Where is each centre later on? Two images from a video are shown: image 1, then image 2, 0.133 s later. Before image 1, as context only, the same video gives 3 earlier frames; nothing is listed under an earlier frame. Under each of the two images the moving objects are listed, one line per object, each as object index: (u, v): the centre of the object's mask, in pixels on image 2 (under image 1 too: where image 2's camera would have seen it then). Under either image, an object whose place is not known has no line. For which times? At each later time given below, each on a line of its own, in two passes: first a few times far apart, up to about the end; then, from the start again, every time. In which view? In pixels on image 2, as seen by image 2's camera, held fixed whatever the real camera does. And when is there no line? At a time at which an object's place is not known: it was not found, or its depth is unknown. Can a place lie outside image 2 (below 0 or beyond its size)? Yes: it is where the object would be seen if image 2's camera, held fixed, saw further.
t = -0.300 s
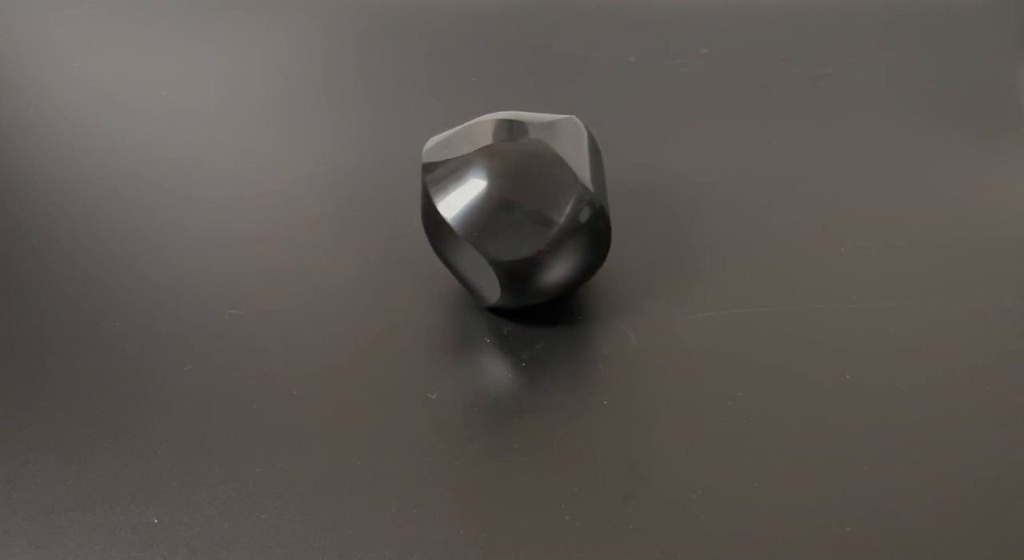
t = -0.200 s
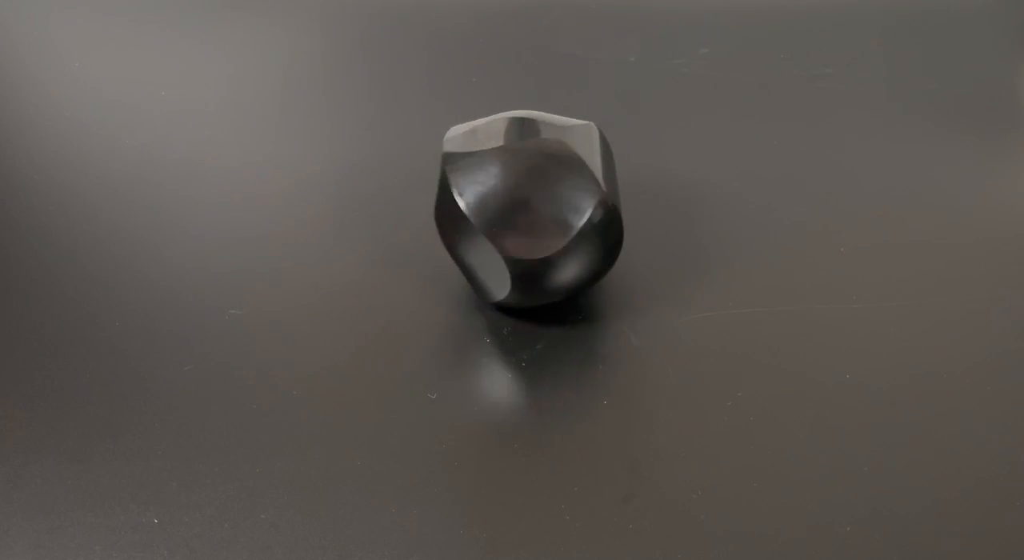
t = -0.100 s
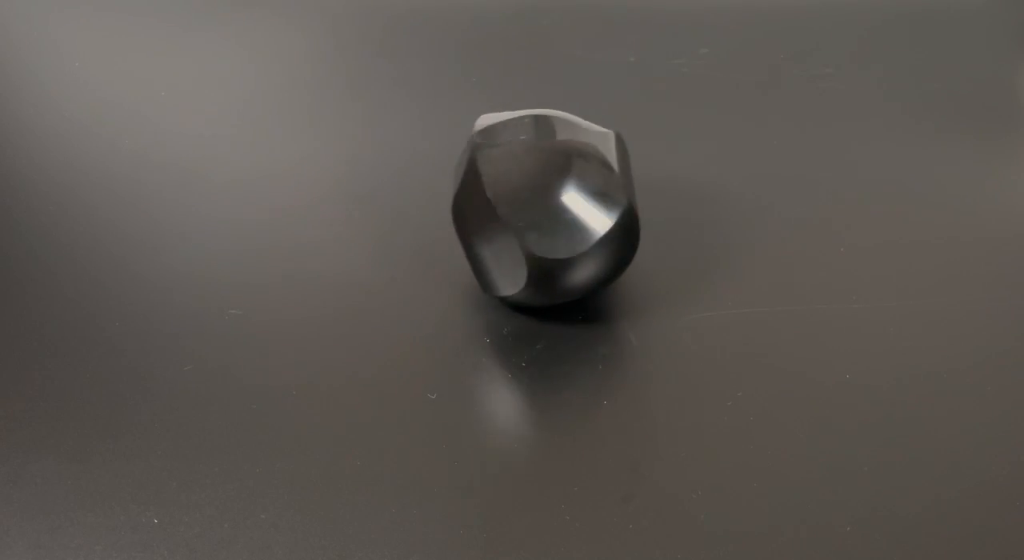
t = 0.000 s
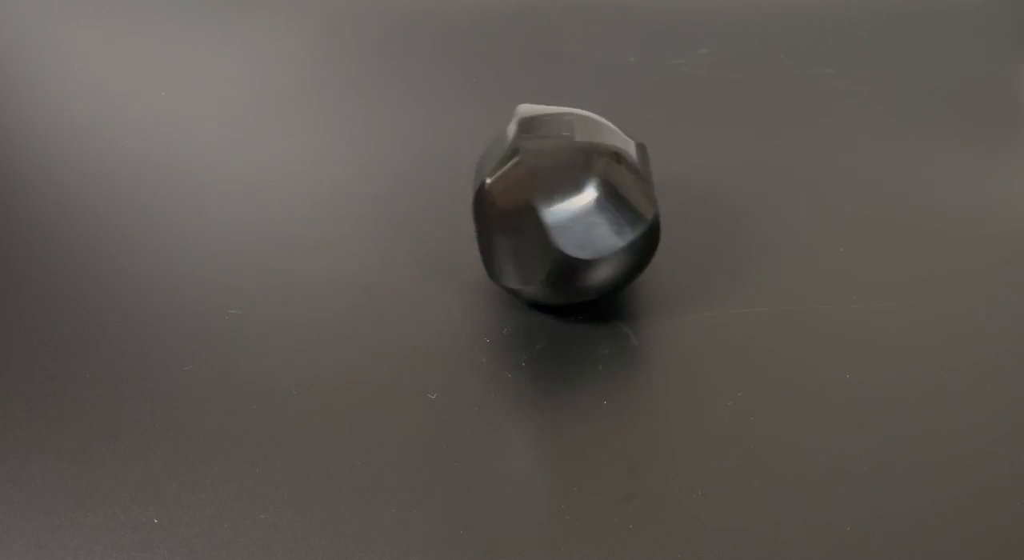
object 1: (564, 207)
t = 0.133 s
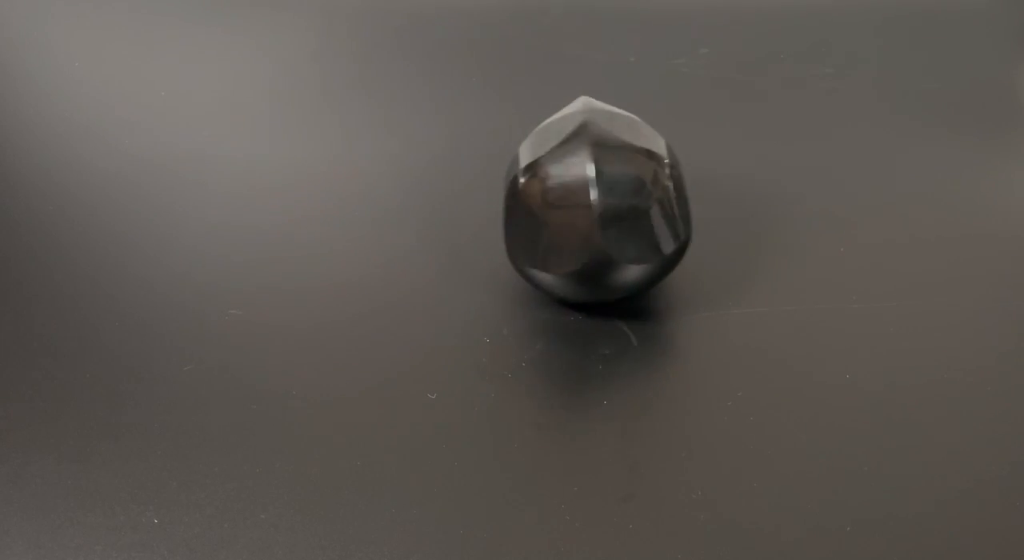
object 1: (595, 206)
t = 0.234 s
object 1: (619, 205)
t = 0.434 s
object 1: (666, 200)
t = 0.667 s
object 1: (708, 196)
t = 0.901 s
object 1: (731, 193)
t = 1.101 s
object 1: (734, 193)
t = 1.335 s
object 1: (721, 194)
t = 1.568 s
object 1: (688, 199)
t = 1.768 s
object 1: (647, 202)
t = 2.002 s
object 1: (594, 206)
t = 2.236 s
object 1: (548, 208)
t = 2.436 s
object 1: (525, 207)
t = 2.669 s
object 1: (520, 207)
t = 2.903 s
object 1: (540, 207)
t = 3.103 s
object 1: (573, 207)
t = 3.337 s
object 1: (623, 204)
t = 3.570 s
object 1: (670, 199)
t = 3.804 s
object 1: (704, 195)
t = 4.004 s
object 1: (718, 195)
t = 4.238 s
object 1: (716, 194)
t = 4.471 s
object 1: (695, 197)
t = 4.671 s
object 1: (665, 200)
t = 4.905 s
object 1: (620, 205)
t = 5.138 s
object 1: (573, 207)
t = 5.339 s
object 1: (545, 207)
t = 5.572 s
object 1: (531, 207)
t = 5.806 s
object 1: (540, 207)
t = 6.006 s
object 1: (563, 207)
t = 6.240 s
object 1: (606, 206)
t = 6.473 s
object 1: (650, 202)
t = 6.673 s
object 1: (681, 198)
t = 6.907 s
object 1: (704, 197)
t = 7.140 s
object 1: (707, 196)
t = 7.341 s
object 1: (696, 197)
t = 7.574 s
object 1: (667, 200)
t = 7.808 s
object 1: (628, 204)
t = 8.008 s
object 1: (592, 207)
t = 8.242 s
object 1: (557, 208)
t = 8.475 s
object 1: (542, 207)
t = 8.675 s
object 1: (544, 208)
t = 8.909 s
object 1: (566, 207)
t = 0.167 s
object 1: (603, 205)
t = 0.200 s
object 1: (611, 205)
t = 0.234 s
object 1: (619, 205)
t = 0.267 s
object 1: (627, 204)
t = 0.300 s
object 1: (635, 204)
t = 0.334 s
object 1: (643, 203)
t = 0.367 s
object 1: (651, 202)
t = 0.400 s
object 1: (658, 201)
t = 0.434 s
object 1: (666, 200)
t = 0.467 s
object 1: (672, 199)
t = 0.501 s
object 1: (679, 199)
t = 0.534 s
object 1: (686, 198)
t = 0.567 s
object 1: (692, 197)
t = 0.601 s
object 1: (697, 197)
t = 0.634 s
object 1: (703, 197)
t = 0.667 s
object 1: (708, 196)
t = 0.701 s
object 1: (713, 197)
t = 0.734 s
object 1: (716, 196)
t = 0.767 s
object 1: (720, 196)
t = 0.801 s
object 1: (723, 196)
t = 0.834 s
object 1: (727, 196)
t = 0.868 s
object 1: (729, 196)
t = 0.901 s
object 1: (731, 193)
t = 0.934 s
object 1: (732, 193)
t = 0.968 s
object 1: (734, 194)
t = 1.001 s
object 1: (734, 193)
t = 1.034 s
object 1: (735, 194)
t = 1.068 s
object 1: (735, 195)
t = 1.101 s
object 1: (734, 193)
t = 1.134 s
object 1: (734, 193)
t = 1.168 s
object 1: (733, 193)
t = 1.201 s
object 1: (731, 193)
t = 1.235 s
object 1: (729, 193)
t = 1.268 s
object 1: (727, 194)
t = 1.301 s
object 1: (724, 194)
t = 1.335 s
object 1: (721, 194)
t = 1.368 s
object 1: (717, 194)
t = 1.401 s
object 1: (713, 194)
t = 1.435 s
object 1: (709, 195)
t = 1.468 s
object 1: (704, 196)
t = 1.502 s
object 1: (699, 197)
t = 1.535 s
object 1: (694, 198)
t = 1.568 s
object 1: (688, 199)
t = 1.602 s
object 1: (682, 198)
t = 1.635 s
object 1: (675, 201)
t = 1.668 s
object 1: (669, 201)
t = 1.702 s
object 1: (661, 201)
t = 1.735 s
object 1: (654, 202)
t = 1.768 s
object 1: (647, 202)
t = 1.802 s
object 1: (640, 203)
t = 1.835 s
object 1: (633, 204)
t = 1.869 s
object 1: (625, 204)
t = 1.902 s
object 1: (618, 205)
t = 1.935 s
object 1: (610, 205)
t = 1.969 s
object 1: (602, 206)
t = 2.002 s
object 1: (594, 206)
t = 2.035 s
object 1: (587, 207)
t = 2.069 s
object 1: (579, 207)
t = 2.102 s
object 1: (573, 207)
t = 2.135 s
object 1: (566, 208)
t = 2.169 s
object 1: (559, 208)
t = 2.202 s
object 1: (554, 208)
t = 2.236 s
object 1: (548, 208)
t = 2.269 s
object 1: (544, 208)
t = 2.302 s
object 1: (539, 208)
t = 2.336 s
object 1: (535, 208)
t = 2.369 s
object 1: (531, 208)
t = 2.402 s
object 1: (528, 207)
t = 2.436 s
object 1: (525, 207)
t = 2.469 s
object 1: (523, 207)
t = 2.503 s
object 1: (521, 207)
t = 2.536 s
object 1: (520, 207)
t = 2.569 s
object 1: (520, 207)
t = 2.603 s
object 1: (519, 207)
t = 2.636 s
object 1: (519, 207)
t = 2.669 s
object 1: (520, 207)
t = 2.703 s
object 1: (522, 207)
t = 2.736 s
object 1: (524, 207)
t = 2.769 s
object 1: (526, 207)
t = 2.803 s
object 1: (529, 207)
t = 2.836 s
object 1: (532, 207)
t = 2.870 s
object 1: (536, 208)
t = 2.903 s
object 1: (540, 207)
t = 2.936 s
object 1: (545, 207)
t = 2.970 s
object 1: (550, 208)
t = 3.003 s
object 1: (555, 208)
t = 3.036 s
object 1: (560, 208)
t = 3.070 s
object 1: (566, 208)
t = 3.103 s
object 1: (573, 207)
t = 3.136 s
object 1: (579, 207)
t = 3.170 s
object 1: (586, 207)
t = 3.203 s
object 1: (594, 207)
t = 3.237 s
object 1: (601, 206)
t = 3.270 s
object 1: (609, 206)
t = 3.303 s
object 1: (616, 205)
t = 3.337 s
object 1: (623, 204)
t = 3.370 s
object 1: (630, 204)
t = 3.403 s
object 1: (638, 203)
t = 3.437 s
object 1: (644, 203)
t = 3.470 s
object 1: (651, 202)
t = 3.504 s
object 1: (658, 201)
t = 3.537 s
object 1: (664, 200)
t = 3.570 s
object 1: (670, 199)
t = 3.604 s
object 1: (676, 198)
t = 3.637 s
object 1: (681, 198)
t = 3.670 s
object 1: (686, 197)
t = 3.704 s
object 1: (690, 197)
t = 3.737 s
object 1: (695, 196)
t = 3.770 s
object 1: (700, 195)
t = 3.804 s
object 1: (704, 195)
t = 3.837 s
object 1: (707, 195)
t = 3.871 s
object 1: (710, 195)
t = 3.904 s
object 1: (713, 197)
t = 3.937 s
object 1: (714, 194)
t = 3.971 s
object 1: (716, 195)
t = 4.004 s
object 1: (718, 195)
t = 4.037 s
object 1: (719, 195)
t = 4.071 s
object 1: (719, 194)
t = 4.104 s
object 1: (719, 194)
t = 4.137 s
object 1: (719, 194)
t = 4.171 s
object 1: (719, 194)
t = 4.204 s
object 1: (718, 194)
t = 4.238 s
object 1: (716, 194)
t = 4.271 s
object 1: (714, 195)
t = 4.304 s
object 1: (712, 195)
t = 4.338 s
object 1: (709, 195)
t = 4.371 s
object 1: (706, 195)
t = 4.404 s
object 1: (703, 196)
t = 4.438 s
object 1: (700, 196)
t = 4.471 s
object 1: (695, 197)
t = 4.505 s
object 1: (691, 197)
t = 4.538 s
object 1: (686, 197)
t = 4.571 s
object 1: (681, 198)
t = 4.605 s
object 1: (676, 198)
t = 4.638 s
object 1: (670, 199)
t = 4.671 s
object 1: (665, 200)
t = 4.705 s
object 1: (659, 201)
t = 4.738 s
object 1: (653, 201)
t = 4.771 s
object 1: (647, 203)
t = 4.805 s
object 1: (640, 203)
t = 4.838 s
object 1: (634, 204)
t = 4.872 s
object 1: (627, 204)
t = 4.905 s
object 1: (620, 205)
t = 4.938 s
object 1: (613, 206)
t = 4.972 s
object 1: (606, 206)
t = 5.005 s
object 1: (600, 206)
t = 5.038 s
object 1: (593, 206)
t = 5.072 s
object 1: (586, 207)
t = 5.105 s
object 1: (579, 207)
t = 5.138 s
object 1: (573, 207)
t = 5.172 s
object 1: (568, 207)
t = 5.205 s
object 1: (562, 207)
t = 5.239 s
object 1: (557, 207)
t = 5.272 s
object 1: (553, 207)
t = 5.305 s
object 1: (549, 207)
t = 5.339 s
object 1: (545, 207)
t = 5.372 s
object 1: (542, 207)
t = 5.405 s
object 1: (539, 207)
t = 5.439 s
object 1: (537, 207)
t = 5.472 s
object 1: (535, 207)
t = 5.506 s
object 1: (533, 207)
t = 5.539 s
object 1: (532, 207)
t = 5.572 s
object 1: (531, 207)
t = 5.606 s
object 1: (531, 207)
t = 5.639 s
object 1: (531, 207)
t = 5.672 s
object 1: (532, 207)
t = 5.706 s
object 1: (534, 207)
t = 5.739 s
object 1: (536, 207)
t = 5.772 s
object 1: (538, 207)
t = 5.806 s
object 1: (540, 207)
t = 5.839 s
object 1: (543, 207)
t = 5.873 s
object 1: (546, 207)
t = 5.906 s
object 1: (550, 207)
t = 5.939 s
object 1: (554, 207)
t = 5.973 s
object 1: (558, 207)
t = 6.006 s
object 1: (563, 207)
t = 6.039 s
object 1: (568, 207)
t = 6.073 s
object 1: (574, 207)
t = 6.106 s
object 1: (580, 207)
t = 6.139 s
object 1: (586, 207)
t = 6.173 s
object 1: (593, 206)
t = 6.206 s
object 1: (599, 206)
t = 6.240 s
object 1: (606, 206)
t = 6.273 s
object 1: (612, 205)
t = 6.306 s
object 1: (619, 205)
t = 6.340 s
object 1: (626, 205)
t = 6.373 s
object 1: (632, 204)
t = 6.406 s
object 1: (638, 203)
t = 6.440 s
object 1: (644, 203)
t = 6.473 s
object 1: (650, 202)
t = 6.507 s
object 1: (656, 201)
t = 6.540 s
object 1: (661, 201)
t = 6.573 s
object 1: (667, 200)
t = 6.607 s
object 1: (672, 199)
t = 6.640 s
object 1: (677, 199)
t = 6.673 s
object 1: (681, 198)
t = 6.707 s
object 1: (686, 199)
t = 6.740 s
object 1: (690, 199)
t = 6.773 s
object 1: (694, 199)
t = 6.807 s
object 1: (696, 198)
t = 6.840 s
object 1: (700, 198)
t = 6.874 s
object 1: (702, 197)
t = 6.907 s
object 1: (704, 197)
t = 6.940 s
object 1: (706, 197)
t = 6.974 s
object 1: (707, 197)
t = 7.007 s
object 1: (708, 197)
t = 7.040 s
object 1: (708, 197)
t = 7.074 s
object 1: (708, 196)
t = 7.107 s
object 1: (708, 197)
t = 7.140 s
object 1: (707, 196)
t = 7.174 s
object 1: (706, 196)
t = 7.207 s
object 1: (705, 196)
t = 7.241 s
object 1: (703, 197)
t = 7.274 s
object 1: (701, 197)
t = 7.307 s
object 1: (699, 198)
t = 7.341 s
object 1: (696, 197)
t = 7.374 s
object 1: (692, 198)
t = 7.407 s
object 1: (689, 197)
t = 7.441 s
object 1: (685, 198)
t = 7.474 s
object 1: (681, 199)
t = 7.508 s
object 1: (676, 199)
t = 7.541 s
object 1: (672, 199)
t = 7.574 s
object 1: (667, 200)
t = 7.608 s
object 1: (661, 201)
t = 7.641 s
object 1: (656, 201)
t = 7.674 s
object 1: (651, 202)
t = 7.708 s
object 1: (645, 202)
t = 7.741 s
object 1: (640, 203)
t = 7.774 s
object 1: (634, 204)
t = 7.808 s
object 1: (628, 204)
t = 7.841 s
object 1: (622, 205)
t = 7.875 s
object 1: (616, 205)
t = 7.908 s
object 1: (610, 205)
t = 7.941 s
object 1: (604, 206)
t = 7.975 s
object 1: (597, 206)
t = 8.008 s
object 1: (592, 207)
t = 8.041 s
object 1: (586, 207)
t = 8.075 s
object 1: (580, 207)
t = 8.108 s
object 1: (575, 207)
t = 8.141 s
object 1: (570, 207)
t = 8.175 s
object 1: (565, 208)
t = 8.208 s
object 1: (561, 208)
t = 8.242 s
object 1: (557, 208)
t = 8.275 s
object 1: (554, 208)
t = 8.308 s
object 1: (551, 207)
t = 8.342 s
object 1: (548, 207)
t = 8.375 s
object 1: (546, 207)
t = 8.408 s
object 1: (544, 207)
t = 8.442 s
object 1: (543, 207)
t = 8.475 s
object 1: (542, 207)
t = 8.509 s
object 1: (541, 208)
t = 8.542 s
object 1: (541, 207)
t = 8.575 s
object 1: (541, 207)
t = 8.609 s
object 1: (542, 208)
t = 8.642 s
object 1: (543, 208)
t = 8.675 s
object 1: (544, 208)
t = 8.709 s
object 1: (547, 208)
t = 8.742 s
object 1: (549, 207)
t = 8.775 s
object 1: (552, 208)
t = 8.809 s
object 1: (555, 208)
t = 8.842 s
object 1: (558, 207)
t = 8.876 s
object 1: (562, 207)
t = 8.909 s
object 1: (566, 207)
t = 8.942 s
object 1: (571, 207)
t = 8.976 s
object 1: (575, 207)
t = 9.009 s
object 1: (580, 207)
